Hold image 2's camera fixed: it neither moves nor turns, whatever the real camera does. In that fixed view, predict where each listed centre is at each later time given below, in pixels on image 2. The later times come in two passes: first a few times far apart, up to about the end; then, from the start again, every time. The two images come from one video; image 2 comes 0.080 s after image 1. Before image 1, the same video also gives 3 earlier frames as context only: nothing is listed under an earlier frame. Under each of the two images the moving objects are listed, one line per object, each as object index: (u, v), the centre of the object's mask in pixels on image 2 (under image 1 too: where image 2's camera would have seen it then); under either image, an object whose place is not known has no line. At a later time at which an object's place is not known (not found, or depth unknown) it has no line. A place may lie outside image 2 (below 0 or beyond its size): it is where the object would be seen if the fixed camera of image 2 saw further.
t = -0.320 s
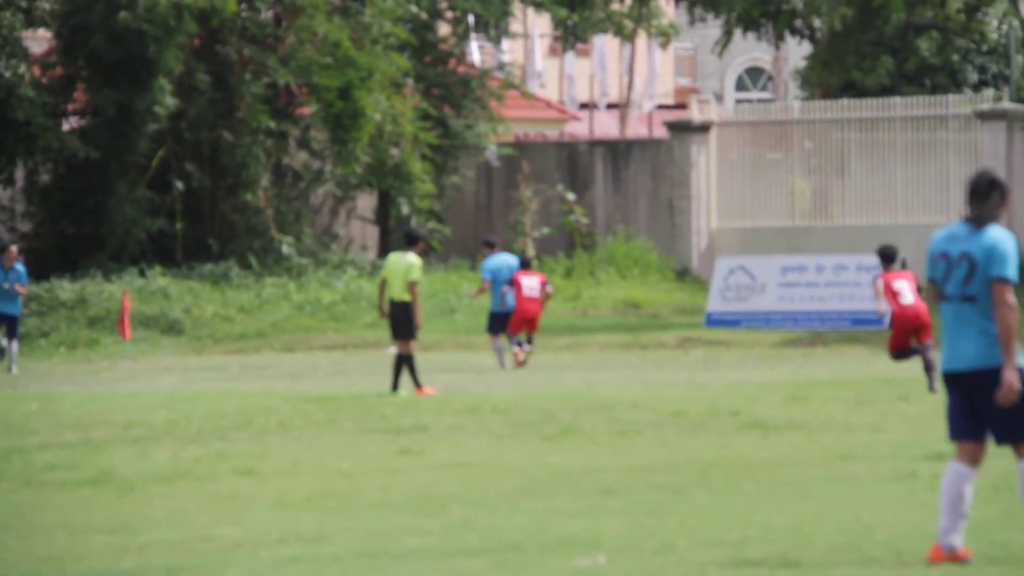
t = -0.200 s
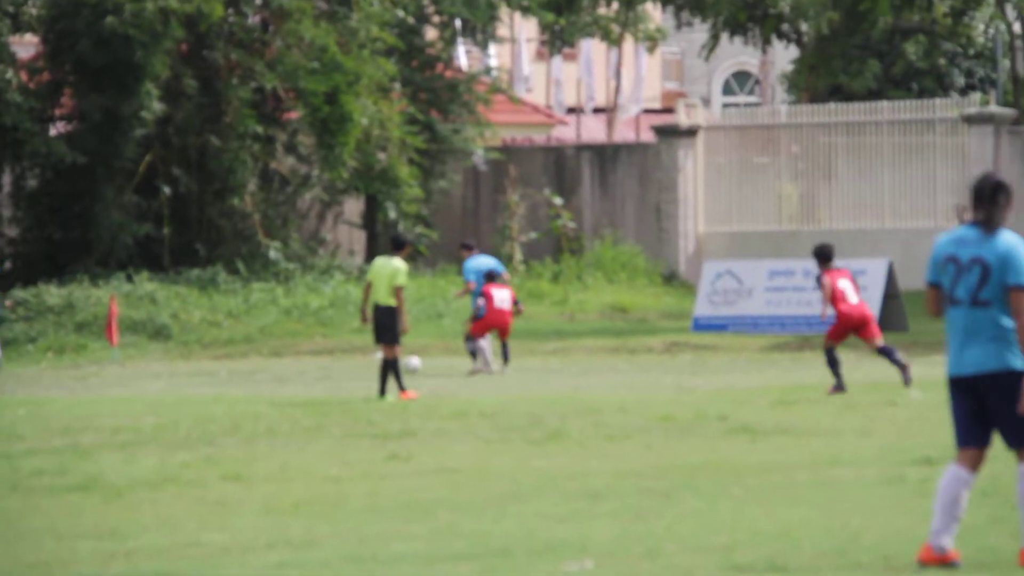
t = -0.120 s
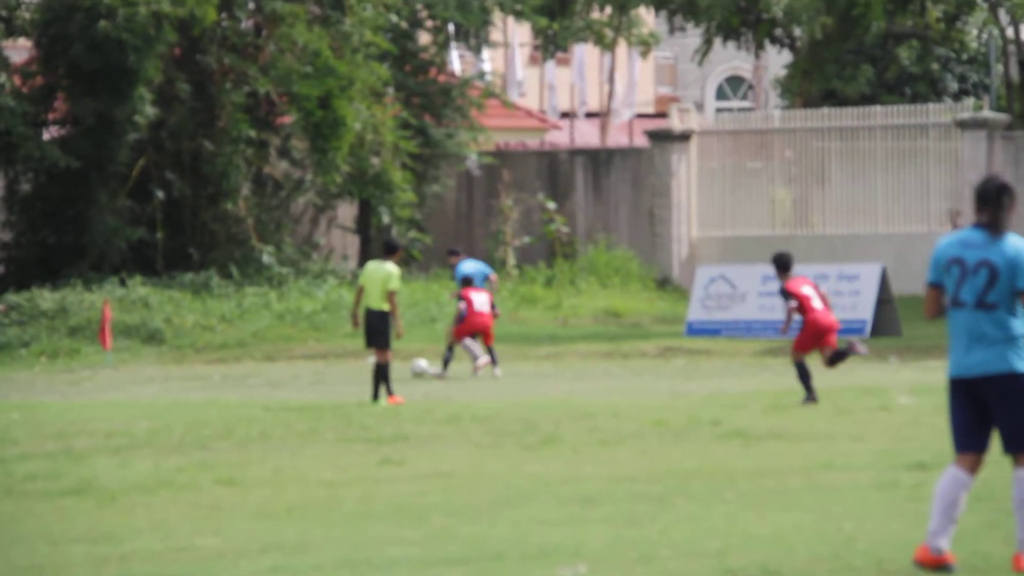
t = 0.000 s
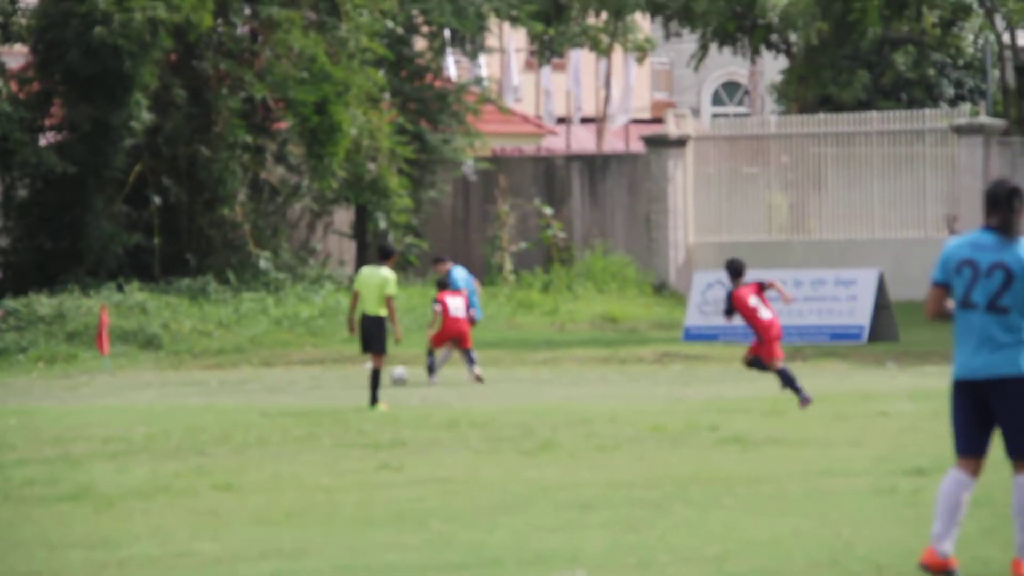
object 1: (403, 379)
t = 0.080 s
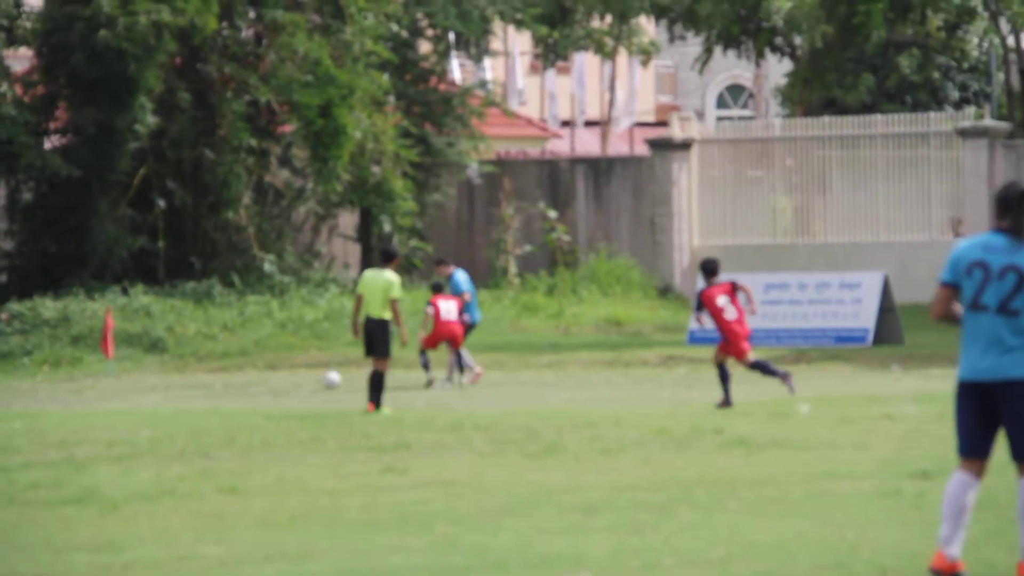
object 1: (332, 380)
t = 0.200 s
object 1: (233, 381)
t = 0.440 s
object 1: (61, 384)
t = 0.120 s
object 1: (298, 379)
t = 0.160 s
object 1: (266, 380)
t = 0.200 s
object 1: (233, 381)
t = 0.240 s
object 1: (201, 383)
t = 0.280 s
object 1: (170, 383)
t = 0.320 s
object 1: (143, 382)
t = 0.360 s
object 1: (115, 381)
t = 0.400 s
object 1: (88, 382)
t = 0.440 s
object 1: (61, 384)
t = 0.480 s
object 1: (34, 386)
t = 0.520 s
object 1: (7, 388)
